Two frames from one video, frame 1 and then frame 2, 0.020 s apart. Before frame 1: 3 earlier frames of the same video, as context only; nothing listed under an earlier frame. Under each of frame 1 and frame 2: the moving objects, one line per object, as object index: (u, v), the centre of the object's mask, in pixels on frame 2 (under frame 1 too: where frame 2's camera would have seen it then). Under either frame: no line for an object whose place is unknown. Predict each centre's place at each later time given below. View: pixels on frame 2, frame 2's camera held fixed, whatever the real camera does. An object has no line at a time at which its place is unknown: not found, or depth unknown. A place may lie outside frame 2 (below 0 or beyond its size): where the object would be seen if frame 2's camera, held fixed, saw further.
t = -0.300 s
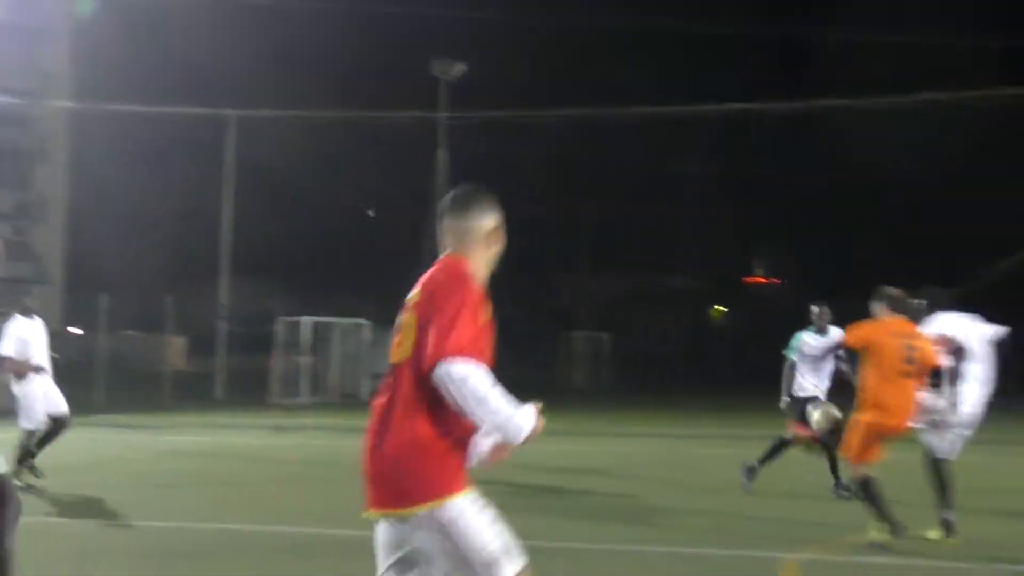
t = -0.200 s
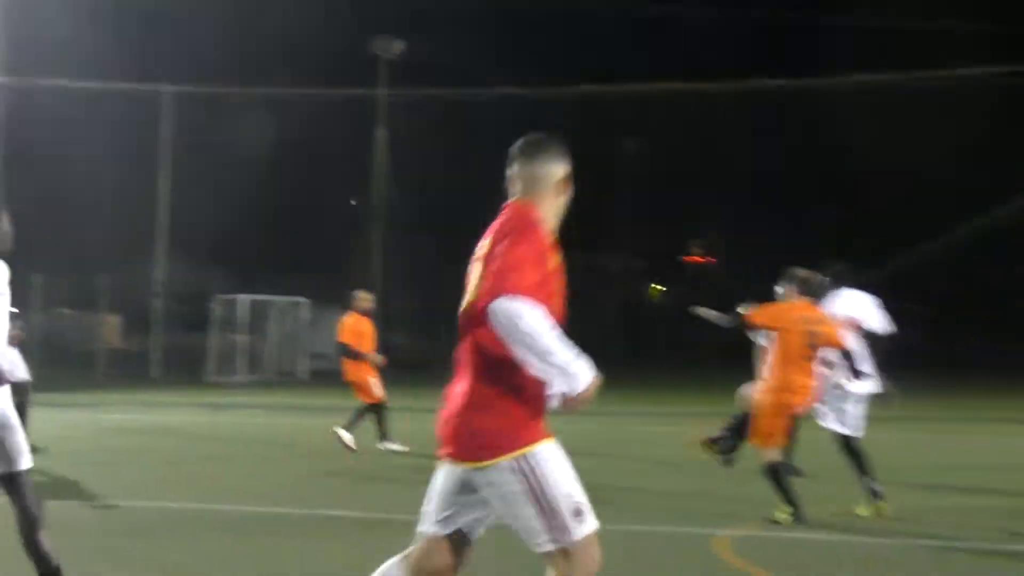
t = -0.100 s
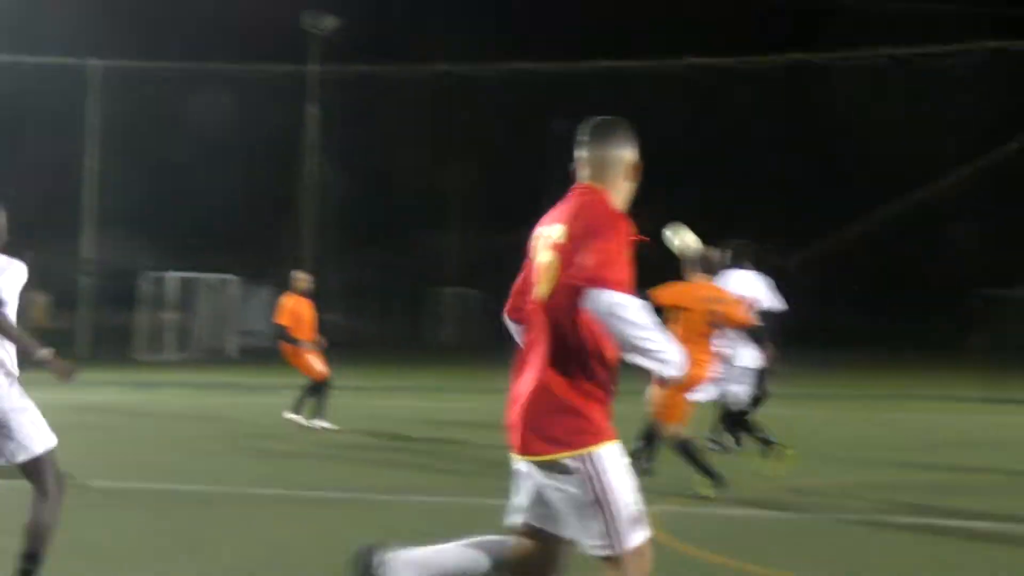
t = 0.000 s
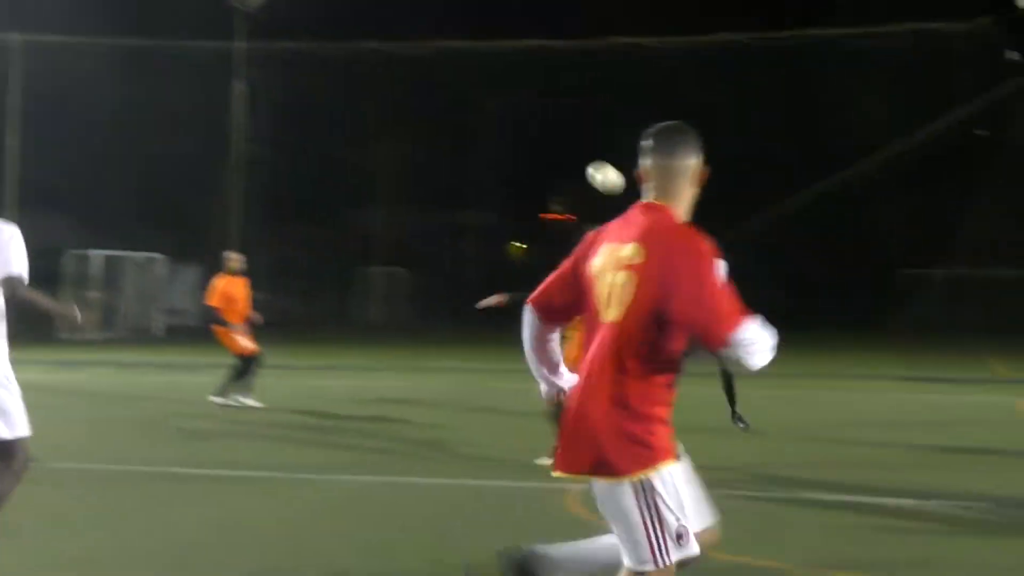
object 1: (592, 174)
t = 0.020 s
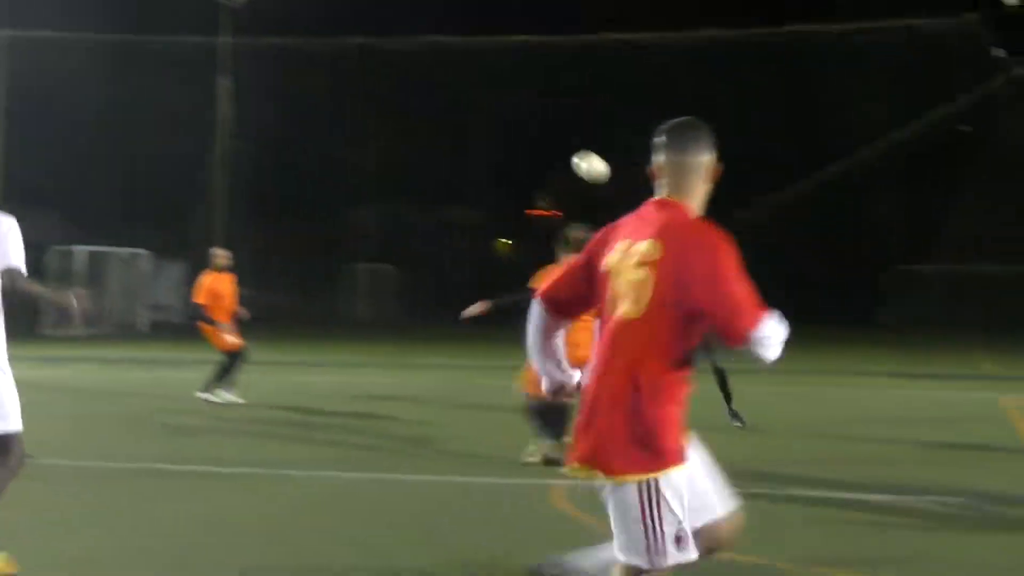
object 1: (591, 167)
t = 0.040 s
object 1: (589, 161)
